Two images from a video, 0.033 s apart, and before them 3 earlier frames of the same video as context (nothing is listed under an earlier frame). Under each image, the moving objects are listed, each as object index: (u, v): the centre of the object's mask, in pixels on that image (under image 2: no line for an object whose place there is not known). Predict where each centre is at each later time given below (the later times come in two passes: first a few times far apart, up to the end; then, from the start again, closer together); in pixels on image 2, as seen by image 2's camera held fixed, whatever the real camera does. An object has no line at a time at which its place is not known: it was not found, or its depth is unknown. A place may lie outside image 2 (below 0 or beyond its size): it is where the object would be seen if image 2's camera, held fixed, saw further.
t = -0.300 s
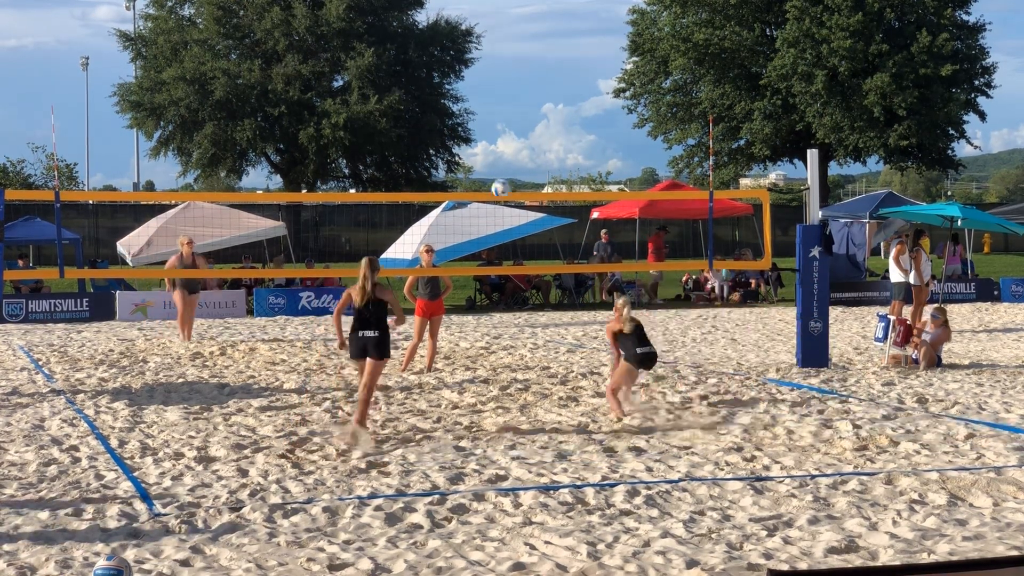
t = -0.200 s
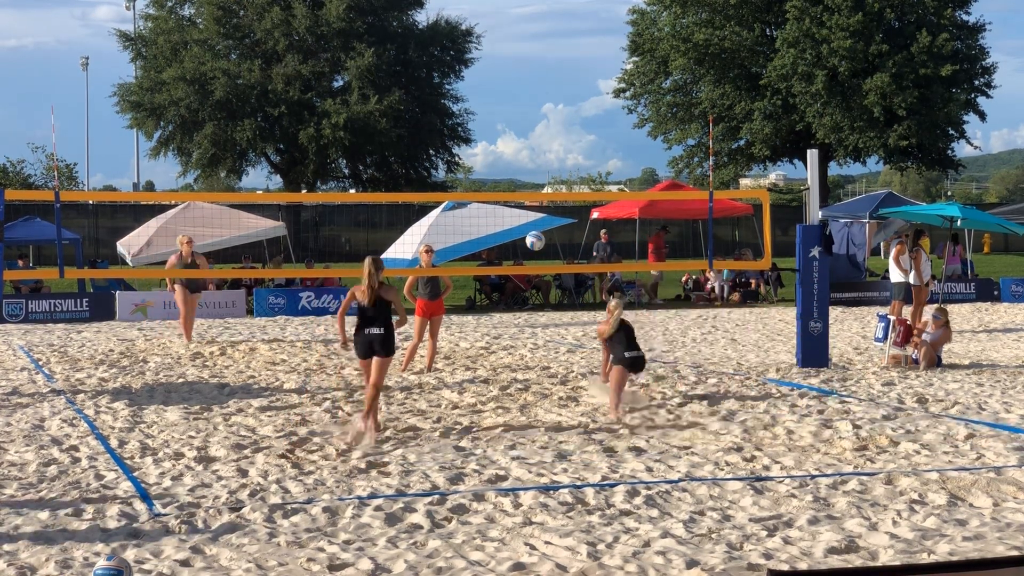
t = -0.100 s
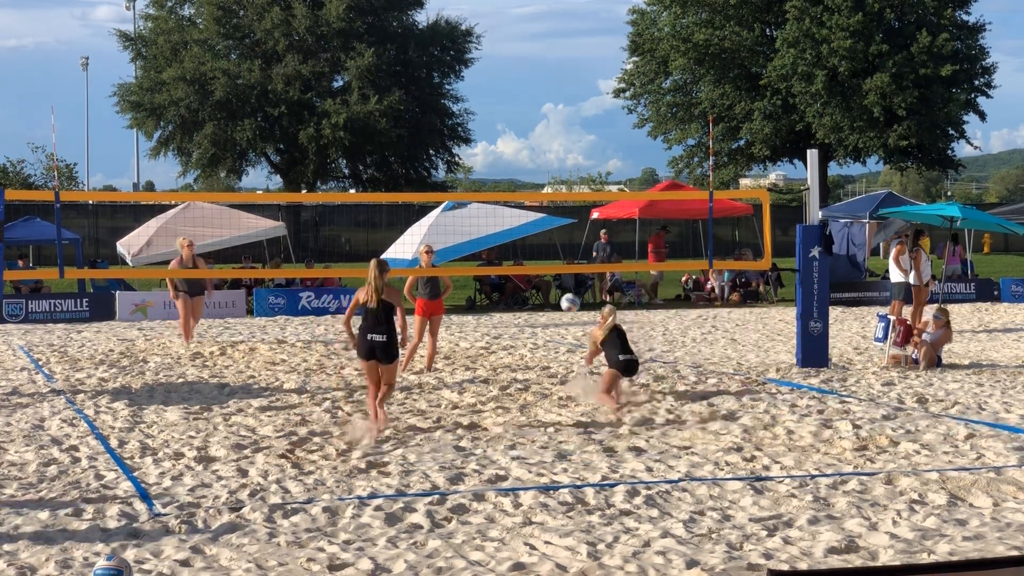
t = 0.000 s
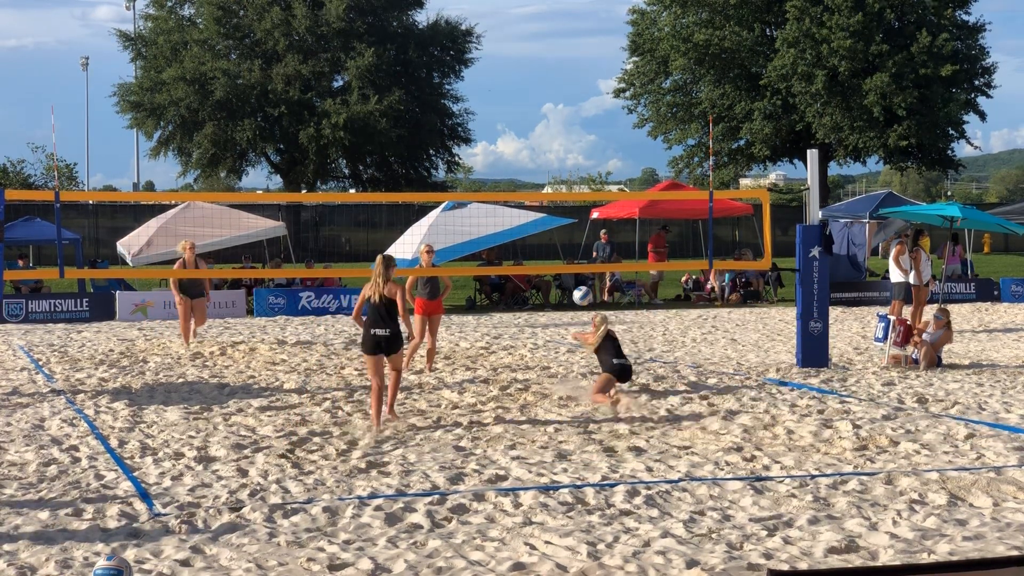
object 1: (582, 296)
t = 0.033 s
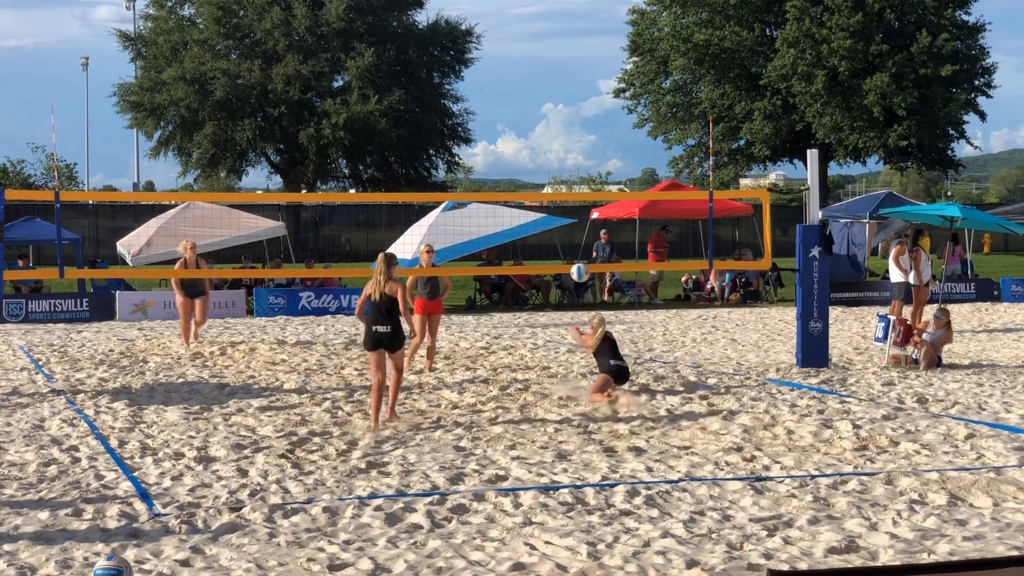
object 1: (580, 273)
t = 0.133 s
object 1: (573, 209)
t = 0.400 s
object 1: (558, 87)
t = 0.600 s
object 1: (547, 38)
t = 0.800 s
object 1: (537, 23)
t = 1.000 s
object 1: (527, 42)
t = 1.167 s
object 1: (518, 82)
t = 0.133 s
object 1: (573, 209)
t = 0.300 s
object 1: (563, 125)
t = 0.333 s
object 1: (561, 112)
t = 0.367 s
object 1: (559, 98)
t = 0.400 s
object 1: (558, 87)
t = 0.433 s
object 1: (556, 77)
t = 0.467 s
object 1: (554, 67)
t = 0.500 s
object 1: (553, 58)
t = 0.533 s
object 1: (551, 50)
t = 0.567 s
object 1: (549, 44)
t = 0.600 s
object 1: (547, 38)
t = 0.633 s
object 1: (545, 33)
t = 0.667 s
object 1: (543, 29)
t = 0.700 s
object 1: (542, 26)
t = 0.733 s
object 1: (540, 24)
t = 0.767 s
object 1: (538, 23)
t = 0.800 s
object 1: (537, 23)
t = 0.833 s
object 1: (535, 24)
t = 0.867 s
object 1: (533, 26)
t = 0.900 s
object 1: (532, 28)
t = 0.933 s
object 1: (530, 32)
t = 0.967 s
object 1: (528, 36)
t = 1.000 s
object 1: (527, 42)
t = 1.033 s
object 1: (525, 48)
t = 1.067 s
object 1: (523, 55)
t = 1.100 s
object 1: (521, 63)
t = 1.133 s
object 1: (520, 72)
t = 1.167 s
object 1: (518, 82)
